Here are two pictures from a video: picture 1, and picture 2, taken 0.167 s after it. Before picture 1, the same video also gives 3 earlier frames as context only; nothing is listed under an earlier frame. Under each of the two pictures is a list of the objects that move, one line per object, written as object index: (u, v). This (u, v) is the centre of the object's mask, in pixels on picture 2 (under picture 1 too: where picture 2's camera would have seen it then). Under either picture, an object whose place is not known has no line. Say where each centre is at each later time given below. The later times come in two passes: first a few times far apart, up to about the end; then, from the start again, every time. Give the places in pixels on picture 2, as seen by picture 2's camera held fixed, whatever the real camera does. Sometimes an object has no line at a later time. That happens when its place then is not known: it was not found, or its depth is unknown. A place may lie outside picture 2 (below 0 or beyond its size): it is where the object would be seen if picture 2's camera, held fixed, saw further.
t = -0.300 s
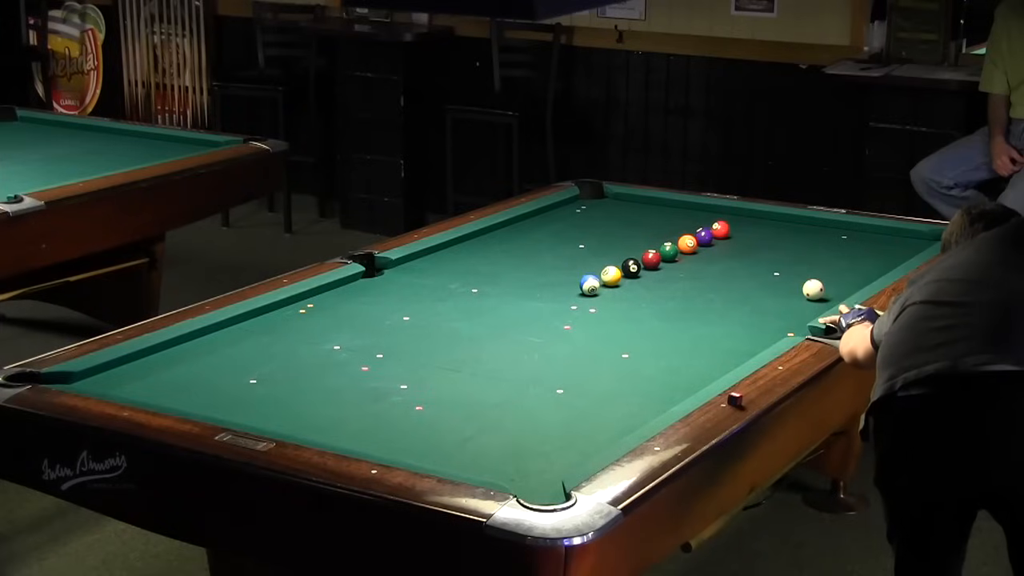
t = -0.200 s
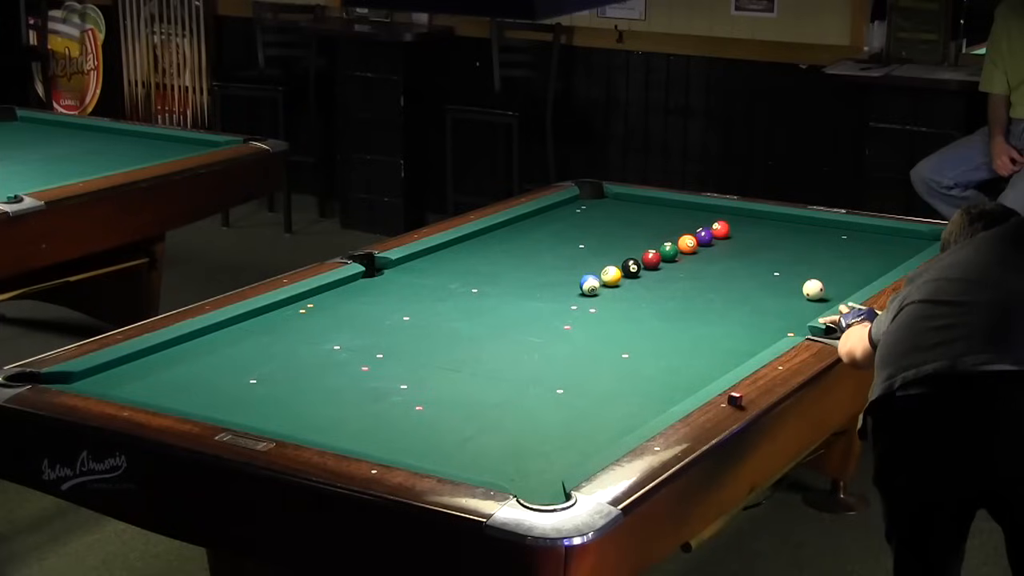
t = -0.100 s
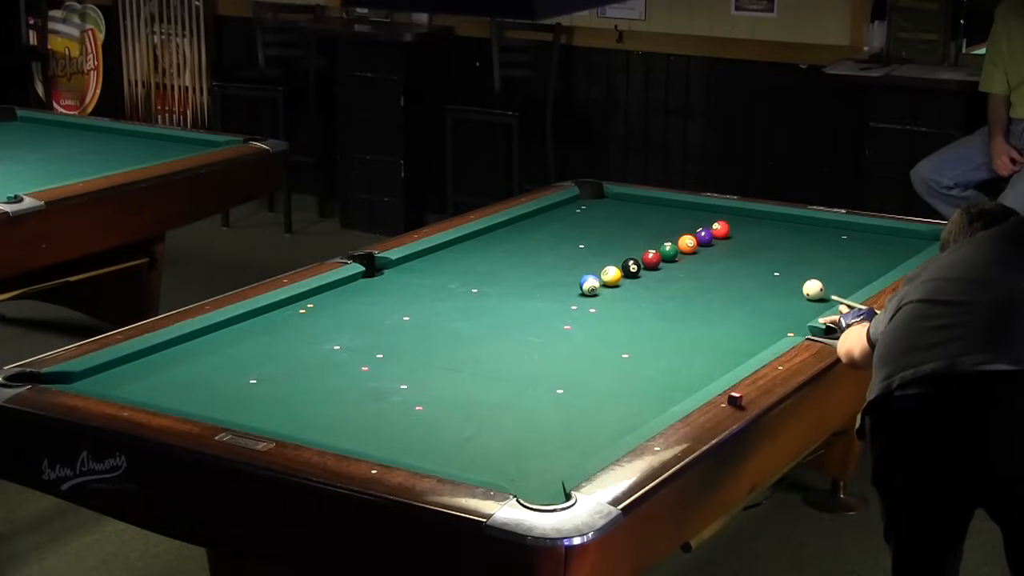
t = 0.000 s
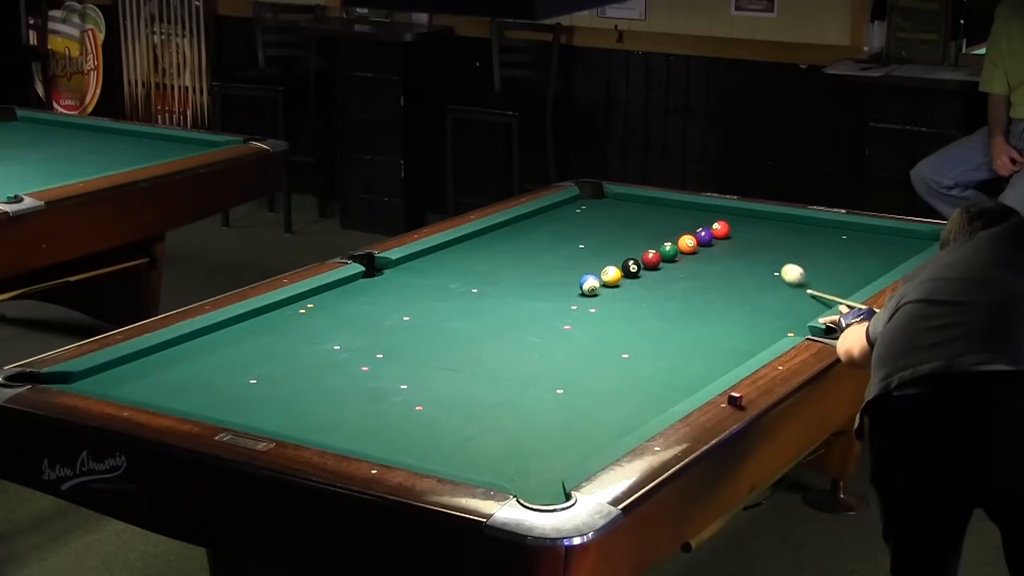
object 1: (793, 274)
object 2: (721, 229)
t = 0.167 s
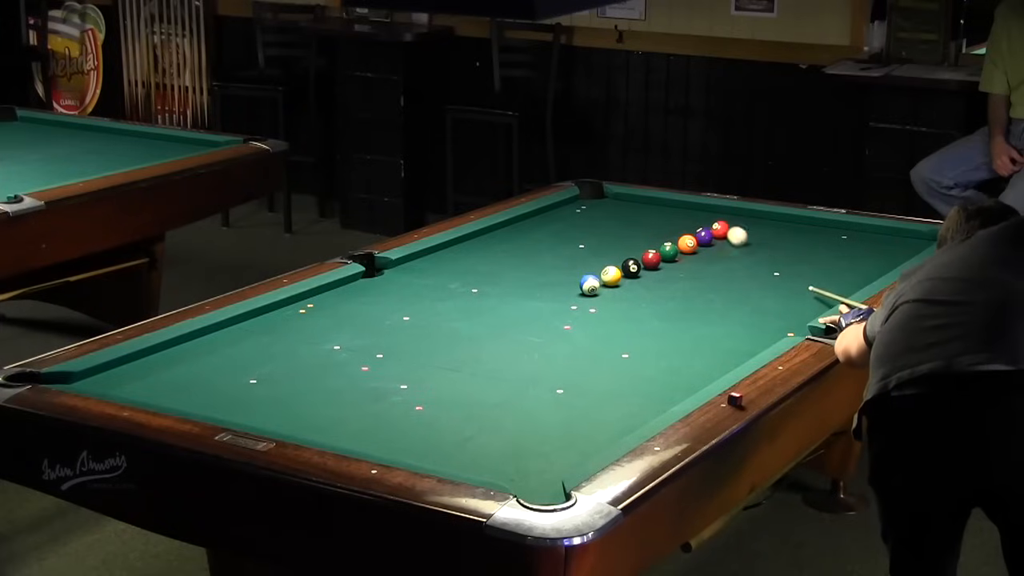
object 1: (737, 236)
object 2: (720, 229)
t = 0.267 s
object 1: (748, 229)
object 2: (685, 219)
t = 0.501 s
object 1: (784, 219)
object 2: (615, 200)
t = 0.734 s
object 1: (796, 225)
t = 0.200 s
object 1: (736, 232)
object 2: (714, 226)
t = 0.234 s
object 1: (742, 231)
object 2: (697, 222)
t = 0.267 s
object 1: (748, 229)
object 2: (685, 219)
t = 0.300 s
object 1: (753, 228)
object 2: (673, 216)
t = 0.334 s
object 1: (758, 226)
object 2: (662, 213)
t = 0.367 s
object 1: (764, 225)
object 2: (652, 210)
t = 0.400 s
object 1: (769, 223)
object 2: (643, 207)
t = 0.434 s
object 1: (774, 222)
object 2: (633, 205)
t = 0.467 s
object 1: (779, 221)
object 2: (624, 203)
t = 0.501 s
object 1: (784, 219)
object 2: (615, 200)
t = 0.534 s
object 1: (789, 218)
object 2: (605, 196)
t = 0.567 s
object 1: (792, 218)
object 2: (596, 195)
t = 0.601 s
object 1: (792, 219)
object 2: (588, 192)
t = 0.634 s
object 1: (793, 221)
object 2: (590, 191)
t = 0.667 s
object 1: (794, 222)
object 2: (593, 192)
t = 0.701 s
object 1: (795, 224)
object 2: (595, 194)
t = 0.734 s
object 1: (796, 225)
